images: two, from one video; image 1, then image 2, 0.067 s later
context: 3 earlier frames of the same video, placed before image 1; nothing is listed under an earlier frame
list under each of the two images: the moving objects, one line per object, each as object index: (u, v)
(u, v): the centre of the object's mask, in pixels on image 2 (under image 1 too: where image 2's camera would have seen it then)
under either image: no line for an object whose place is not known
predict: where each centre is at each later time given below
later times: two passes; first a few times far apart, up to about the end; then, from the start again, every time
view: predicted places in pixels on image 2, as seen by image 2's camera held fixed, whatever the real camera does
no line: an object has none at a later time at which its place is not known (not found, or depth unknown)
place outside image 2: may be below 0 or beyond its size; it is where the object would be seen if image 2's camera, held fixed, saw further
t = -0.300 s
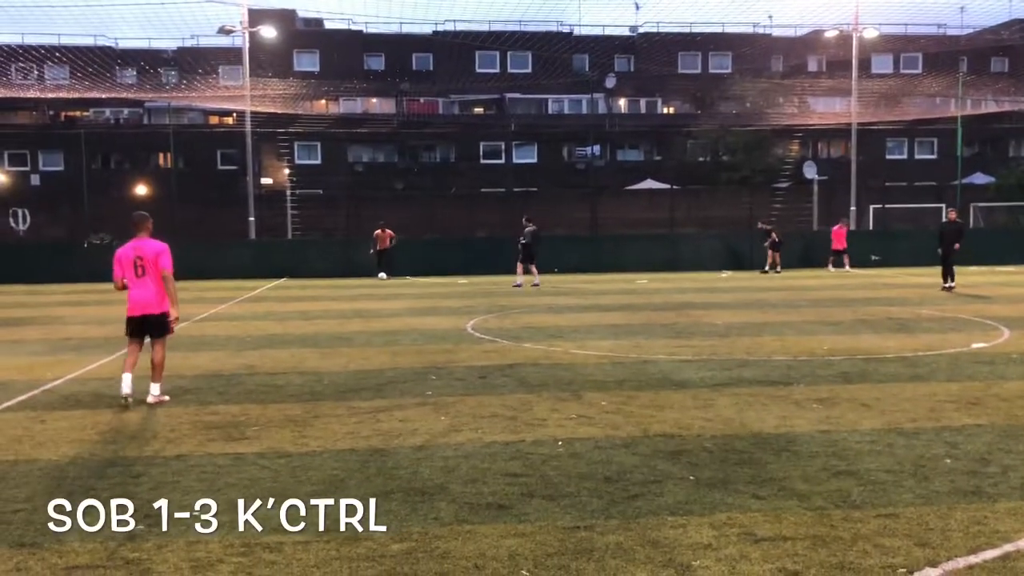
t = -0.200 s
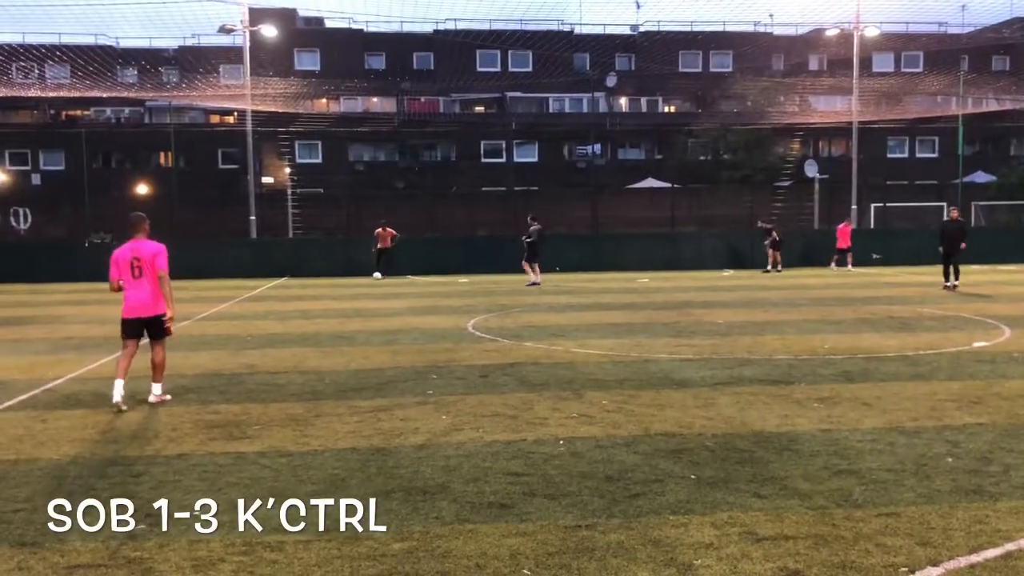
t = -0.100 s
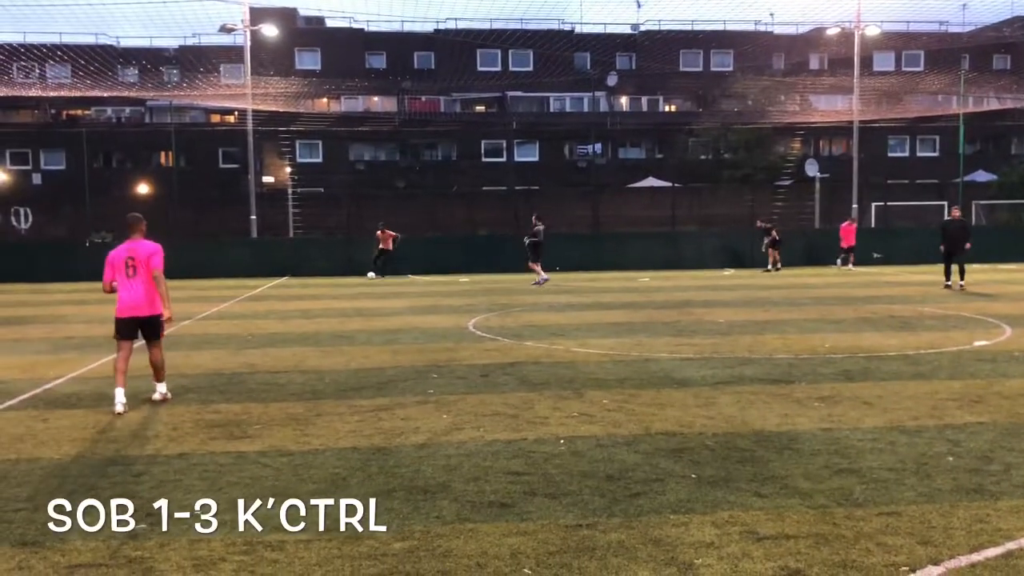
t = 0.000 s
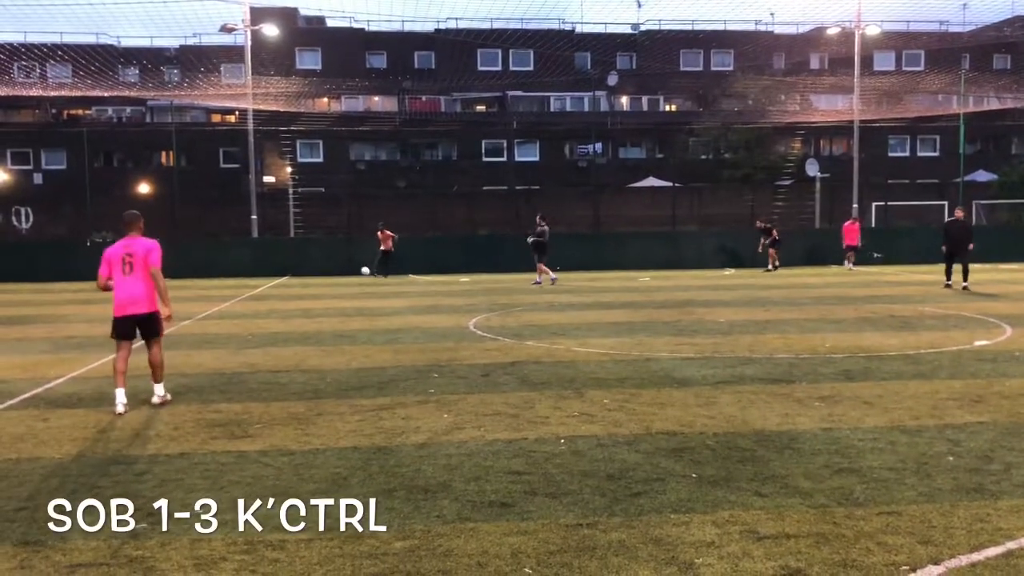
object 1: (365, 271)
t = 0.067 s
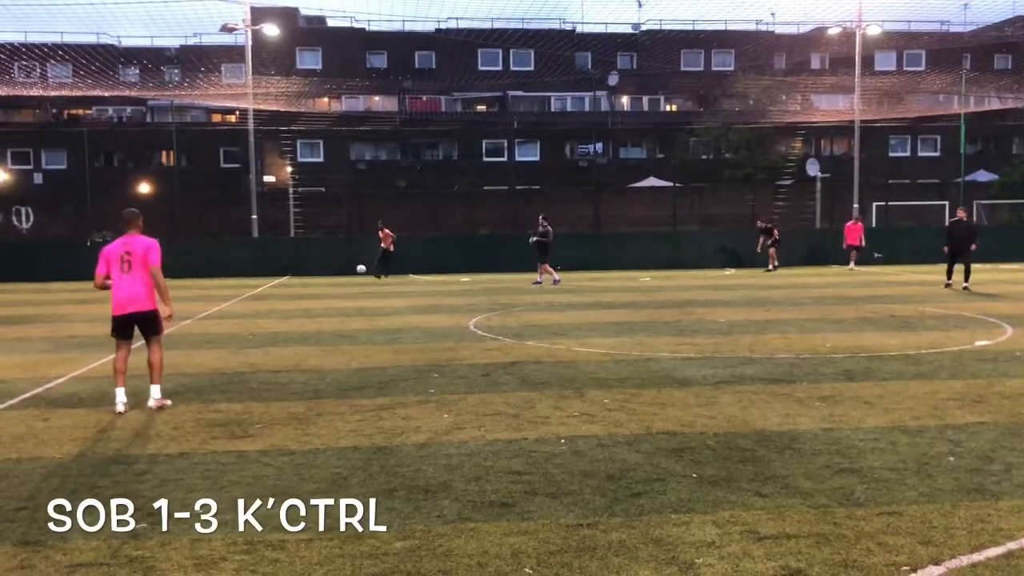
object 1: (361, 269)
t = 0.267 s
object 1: (349, 272)
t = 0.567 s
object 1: (334, 296)
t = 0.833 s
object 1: (321, 308)
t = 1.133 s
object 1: (308, 337)
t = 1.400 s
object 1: (299, 367)
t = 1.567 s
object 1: (293, 383)
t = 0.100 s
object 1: (359, 268)
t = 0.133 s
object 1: (357, 269)
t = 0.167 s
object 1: (355, 269)
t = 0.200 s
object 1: (353, 270)
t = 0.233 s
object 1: (351, 271)
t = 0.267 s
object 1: (349, 272)
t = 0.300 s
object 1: (347, 274)
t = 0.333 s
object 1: (346, 277)
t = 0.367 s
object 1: (344, 281)
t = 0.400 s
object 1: (342, 283)
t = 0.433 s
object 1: (340, 288)
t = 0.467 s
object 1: (339, 294)
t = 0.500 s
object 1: (336, 299)
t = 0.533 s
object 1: (335, 298)
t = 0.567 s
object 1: (334, 296)
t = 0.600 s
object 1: (332, 295)
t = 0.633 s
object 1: (331, 296)
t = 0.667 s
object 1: (329, 296)
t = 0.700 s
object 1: (327, 297)
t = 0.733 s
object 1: (326, 298)
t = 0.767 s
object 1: (325, 301)
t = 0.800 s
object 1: (323, 305)
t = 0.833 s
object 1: (321, 308)
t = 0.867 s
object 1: (320, 314)
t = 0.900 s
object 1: (319, 321)
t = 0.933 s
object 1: (317, 327)
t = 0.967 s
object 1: (315, 327)
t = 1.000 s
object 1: (314, 327)
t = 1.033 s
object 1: (312, 327)
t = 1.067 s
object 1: (311, 330)
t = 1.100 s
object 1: (310, 333)
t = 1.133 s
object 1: (308, 337)
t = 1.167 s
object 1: (307, 343)
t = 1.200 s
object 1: (306, 350)
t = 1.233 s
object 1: (305, 353)
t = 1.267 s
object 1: (303, 353)
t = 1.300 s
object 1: (302, 354)
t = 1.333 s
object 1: (301, 357)
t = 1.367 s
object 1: (300, 360)
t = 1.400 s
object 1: (299, 367)
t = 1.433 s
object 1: (297, 372)
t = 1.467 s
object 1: (297, 381)
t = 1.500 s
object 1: (295, 382)
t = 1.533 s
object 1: (294, 382)
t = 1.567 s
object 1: (293, 383)
